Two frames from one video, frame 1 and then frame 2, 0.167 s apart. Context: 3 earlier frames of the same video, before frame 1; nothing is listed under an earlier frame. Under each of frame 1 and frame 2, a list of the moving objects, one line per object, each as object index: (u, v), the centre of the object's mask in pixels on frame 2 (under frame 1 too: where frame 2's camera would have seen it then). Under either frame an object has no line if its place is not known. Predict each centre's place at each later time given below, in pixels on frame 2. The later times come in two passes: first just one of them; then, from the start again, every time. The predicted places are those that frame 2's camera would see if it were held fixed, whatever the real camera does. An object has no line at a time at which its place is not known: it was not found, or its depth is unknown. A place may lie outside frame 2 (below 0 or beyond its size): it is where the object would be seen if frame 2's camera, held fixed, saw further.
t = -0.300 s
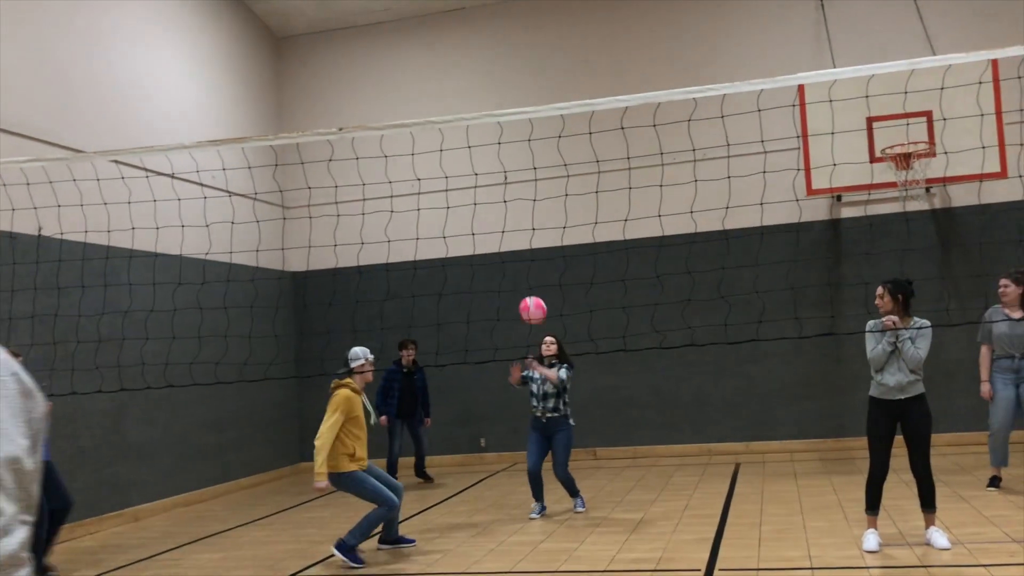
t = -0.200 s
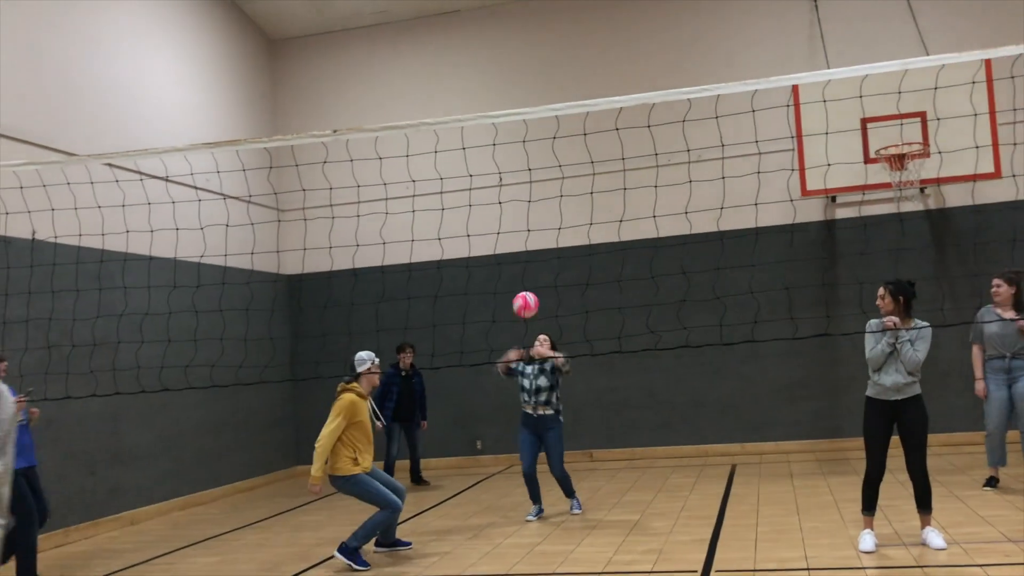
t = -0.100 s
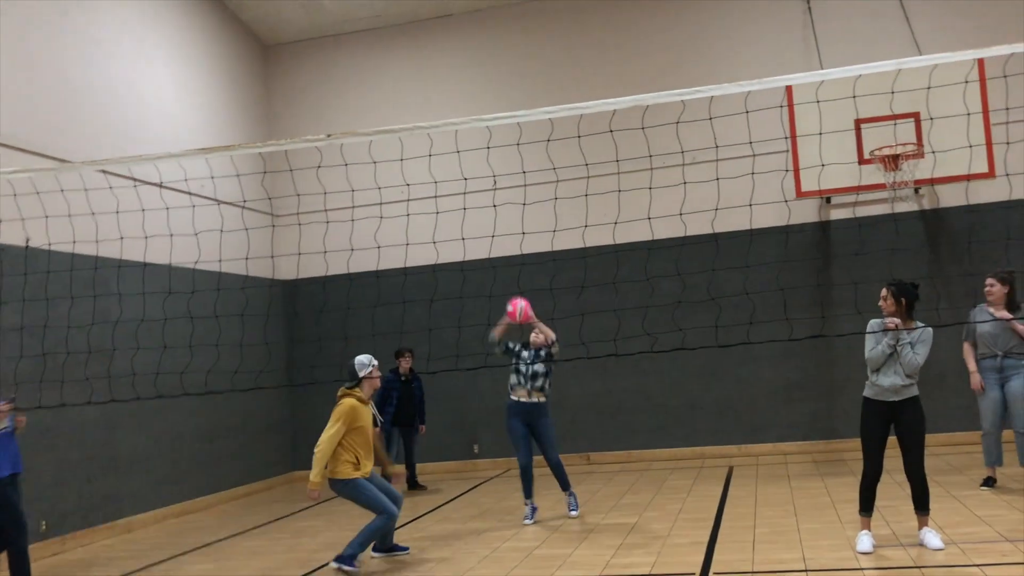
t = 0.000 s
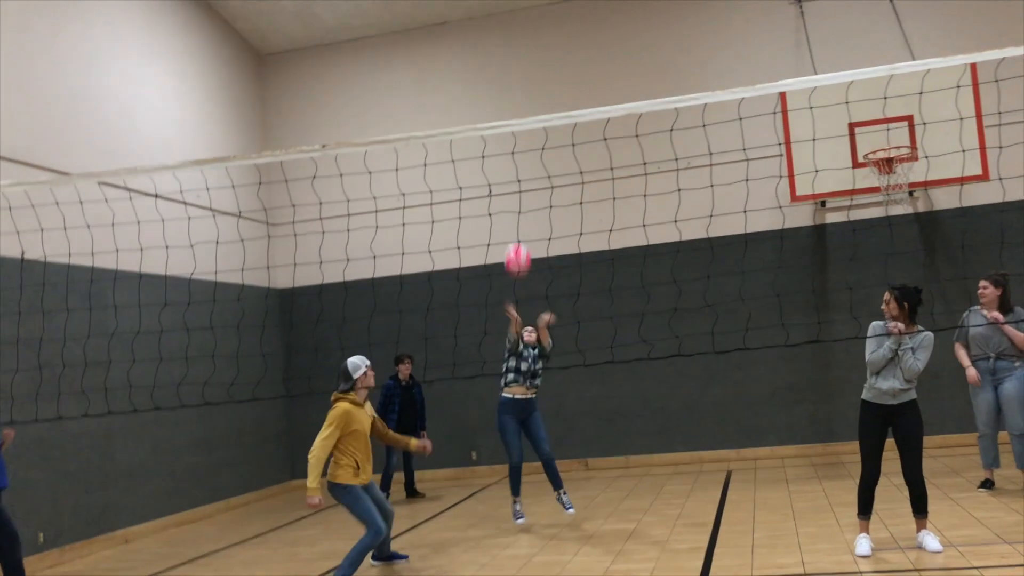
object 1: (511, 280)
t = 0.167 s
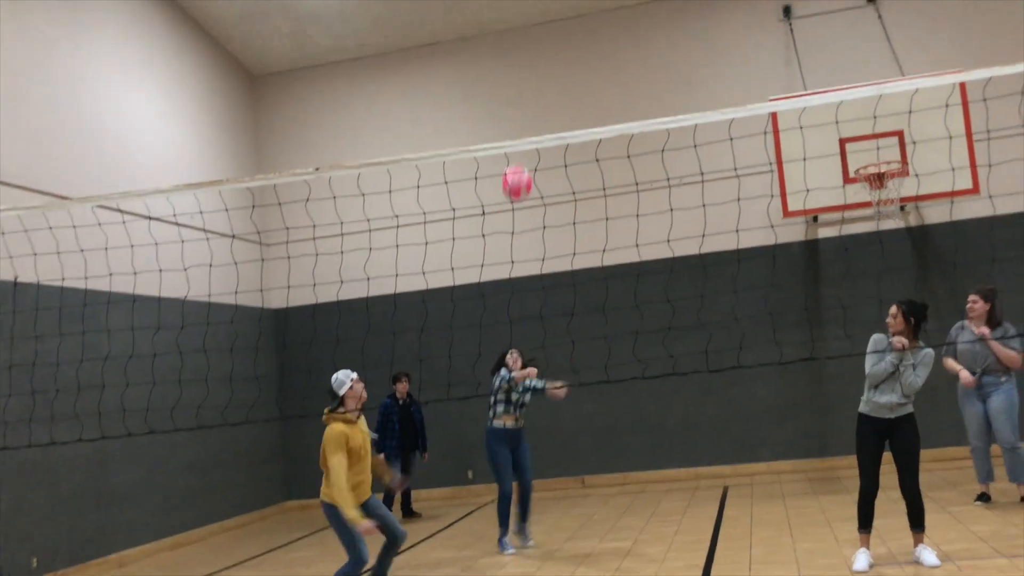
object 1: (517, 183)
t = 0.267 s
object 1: (521, 127)
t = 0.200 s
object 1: (519, 166)
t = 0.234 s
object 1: (520, 150)
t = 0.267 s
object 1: (521, 127)
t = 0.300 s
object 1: (524, 116)
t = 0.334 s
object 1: (527, 101)
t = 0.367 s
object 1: (529, 86)
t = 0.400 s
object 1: (533, 73)
